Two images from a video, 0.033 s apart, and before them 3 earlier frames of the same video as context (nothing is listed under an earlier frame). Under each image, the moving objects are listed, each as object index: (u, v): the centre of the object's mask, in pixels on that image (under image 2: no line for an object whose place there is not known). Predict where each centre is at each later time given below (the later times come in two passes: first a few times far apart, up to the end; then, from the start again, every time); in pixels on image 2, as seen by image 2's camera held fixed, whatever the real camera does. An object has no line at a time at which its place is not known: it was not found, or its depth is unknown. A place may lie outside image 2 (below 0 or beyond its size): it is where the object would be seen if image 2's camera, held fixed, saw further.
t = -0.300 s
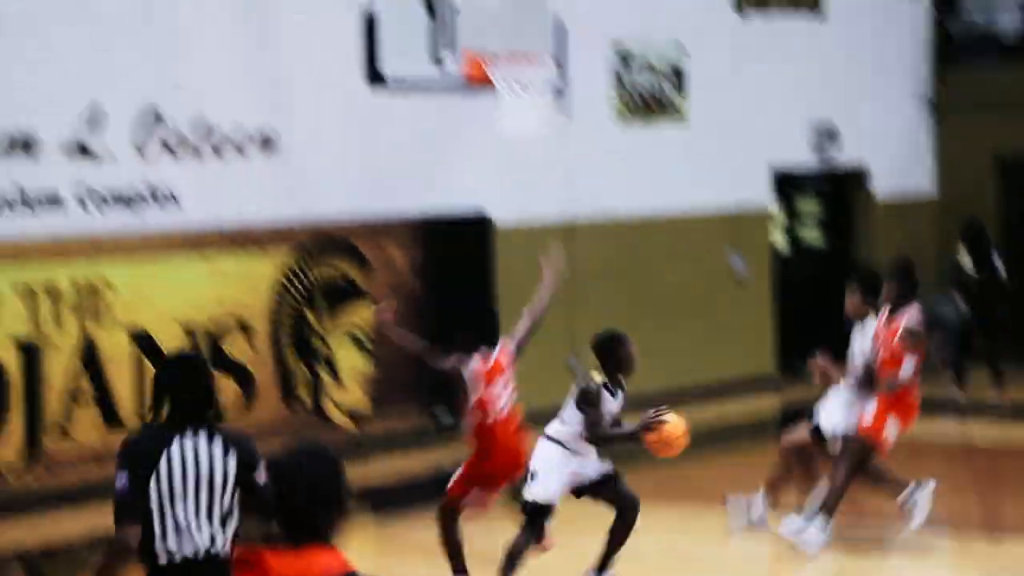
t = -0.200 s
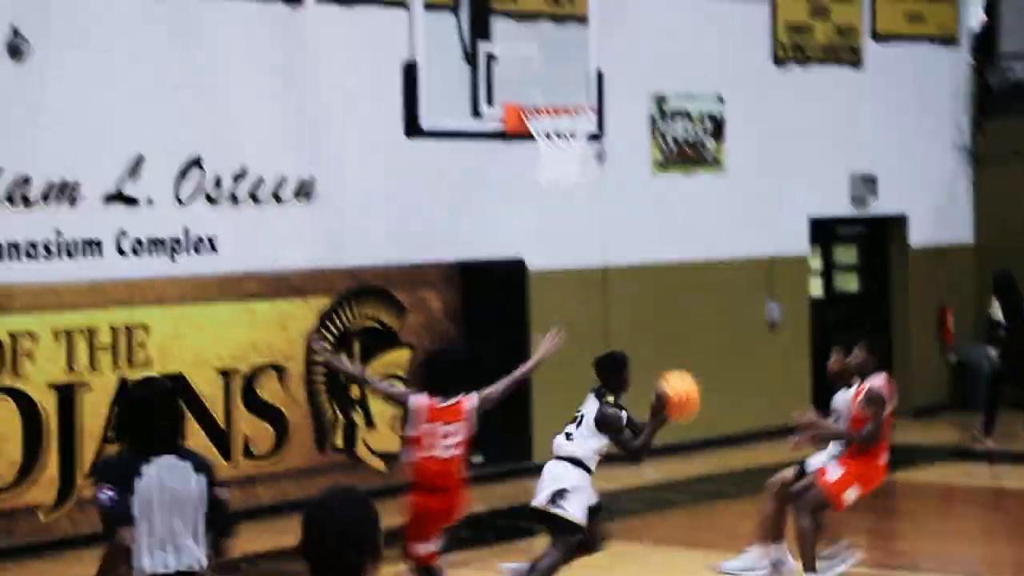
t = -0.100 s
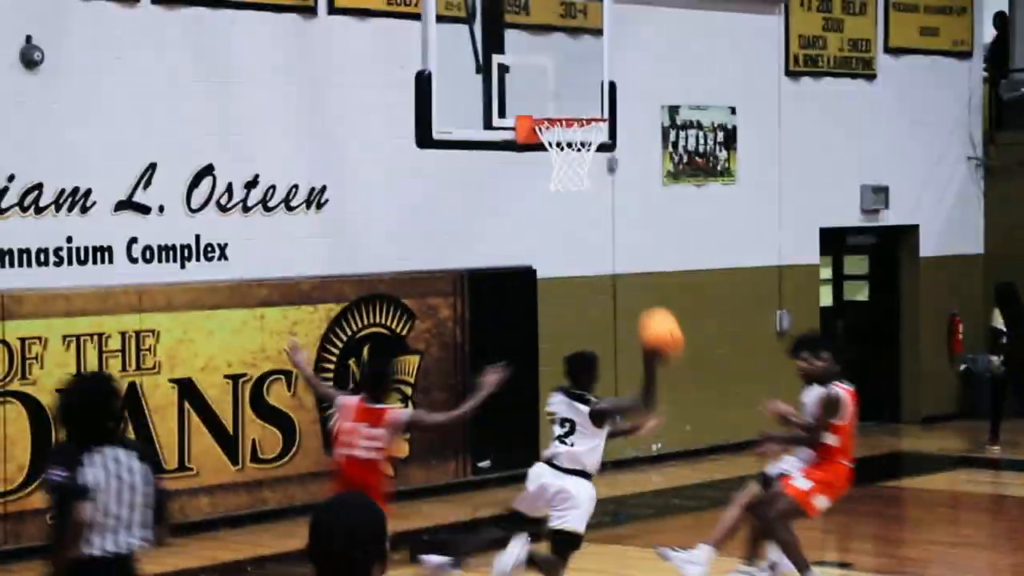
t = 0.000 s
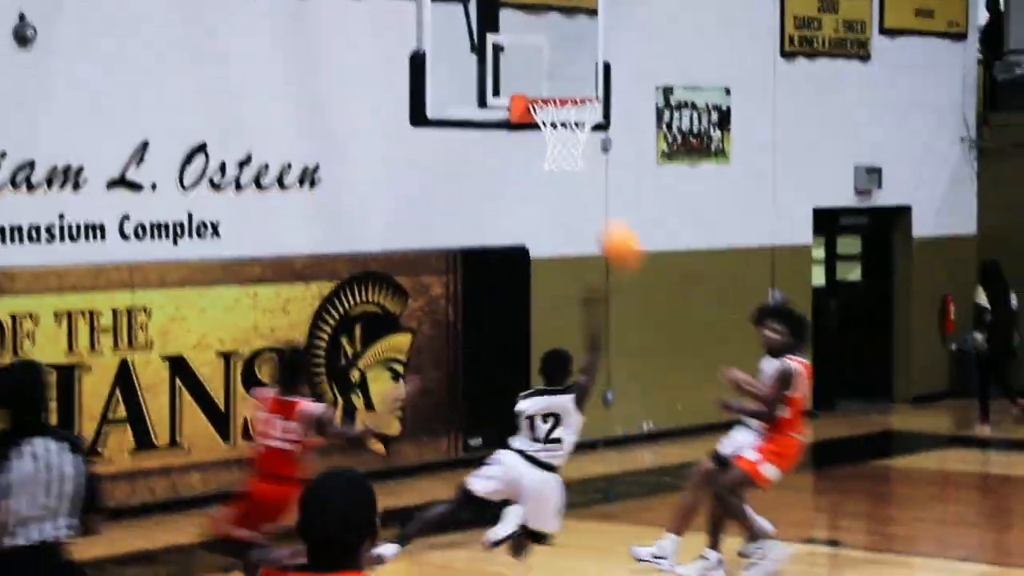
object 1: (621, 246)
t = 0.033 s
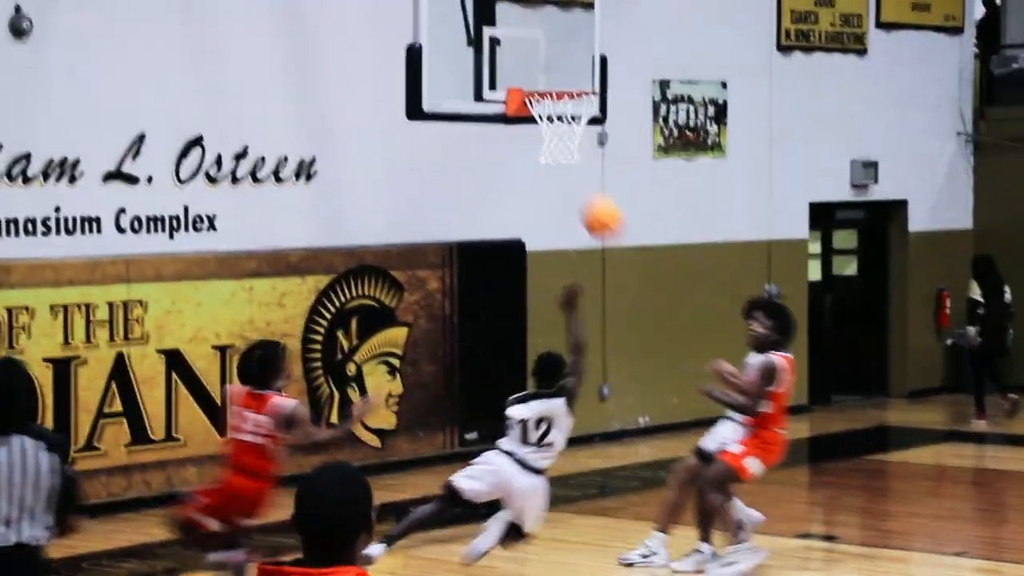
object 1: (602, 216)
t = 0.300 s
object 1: (506, 125)
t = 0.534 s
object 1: (568, 209)
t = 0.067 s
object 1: (589, 199)
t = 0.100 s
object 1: (576, 182)
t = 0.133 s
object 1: (564, 168)
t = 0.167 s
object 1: (552, 157)
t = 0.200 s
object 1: (539, 146)
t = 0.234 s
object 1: (527, 137)
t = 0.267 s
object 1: (517, 130)
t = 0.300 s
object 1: (506, 125)
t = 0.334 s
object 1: (495, 122)
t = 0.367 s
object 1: (491, 125)
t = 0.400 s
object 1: (505, 137)
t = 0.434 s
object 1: (520, 153)
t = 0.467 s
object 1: (535, 170)
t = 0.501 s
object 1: (551, 189)
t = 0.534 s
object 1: (568, 209)
